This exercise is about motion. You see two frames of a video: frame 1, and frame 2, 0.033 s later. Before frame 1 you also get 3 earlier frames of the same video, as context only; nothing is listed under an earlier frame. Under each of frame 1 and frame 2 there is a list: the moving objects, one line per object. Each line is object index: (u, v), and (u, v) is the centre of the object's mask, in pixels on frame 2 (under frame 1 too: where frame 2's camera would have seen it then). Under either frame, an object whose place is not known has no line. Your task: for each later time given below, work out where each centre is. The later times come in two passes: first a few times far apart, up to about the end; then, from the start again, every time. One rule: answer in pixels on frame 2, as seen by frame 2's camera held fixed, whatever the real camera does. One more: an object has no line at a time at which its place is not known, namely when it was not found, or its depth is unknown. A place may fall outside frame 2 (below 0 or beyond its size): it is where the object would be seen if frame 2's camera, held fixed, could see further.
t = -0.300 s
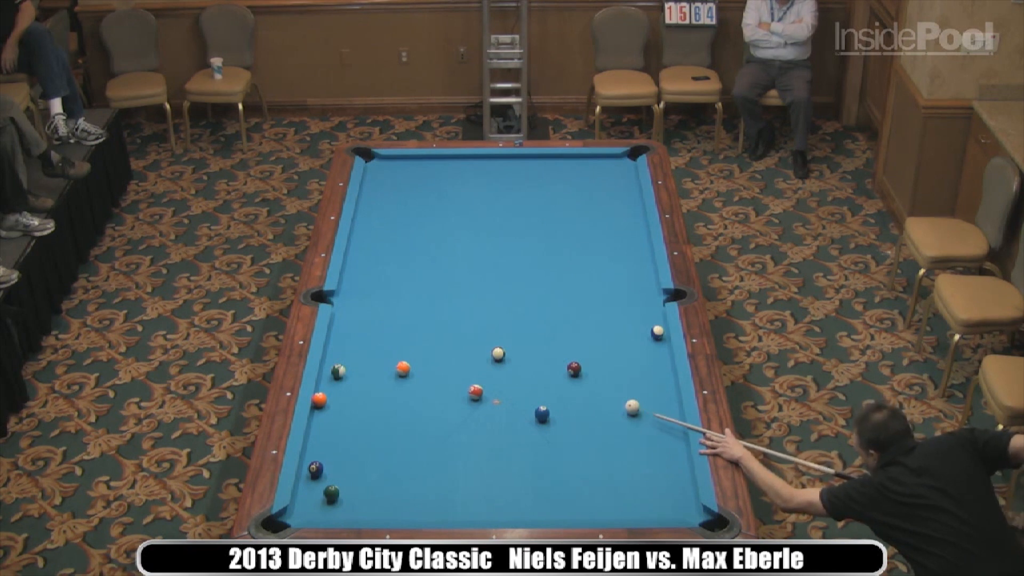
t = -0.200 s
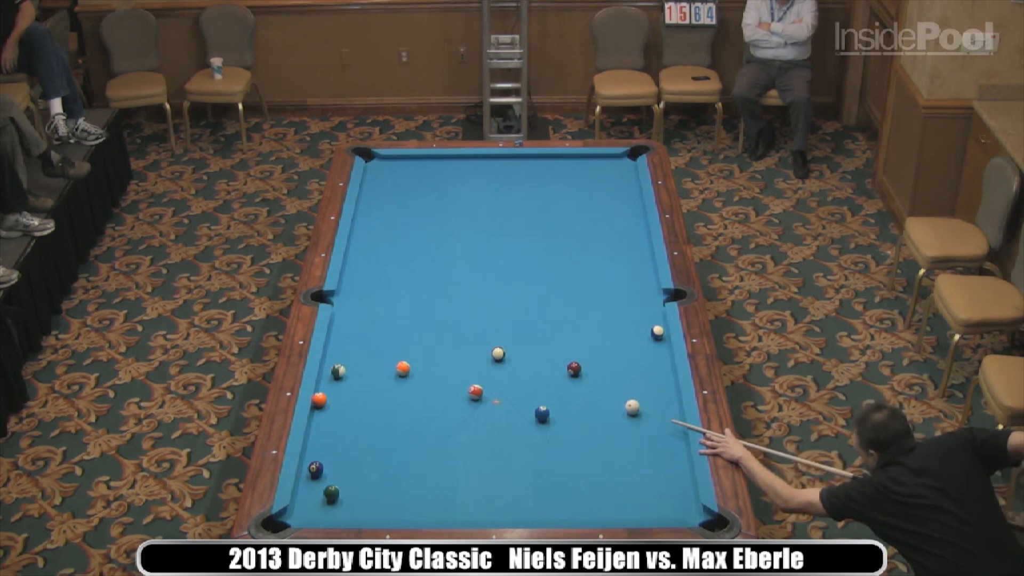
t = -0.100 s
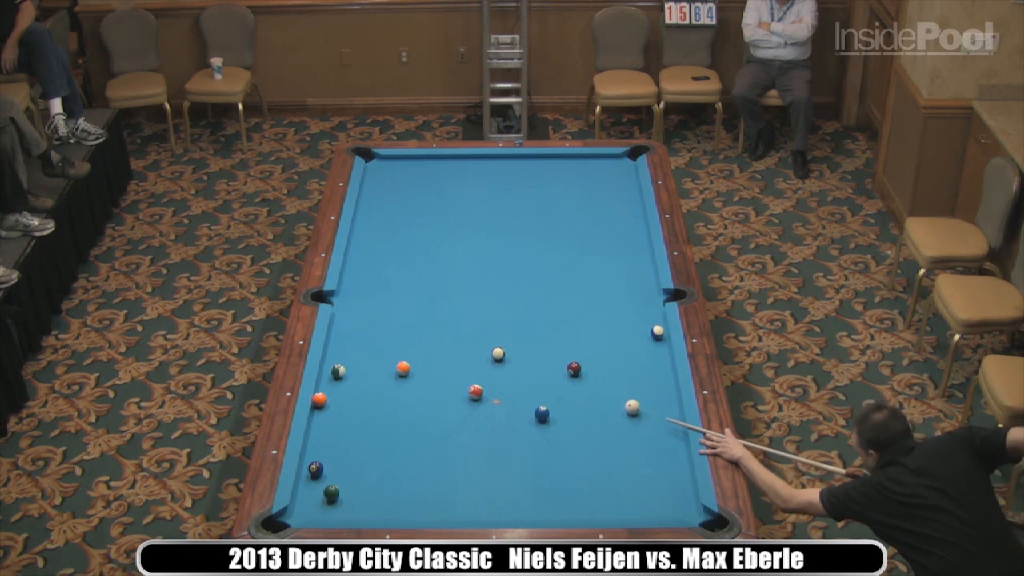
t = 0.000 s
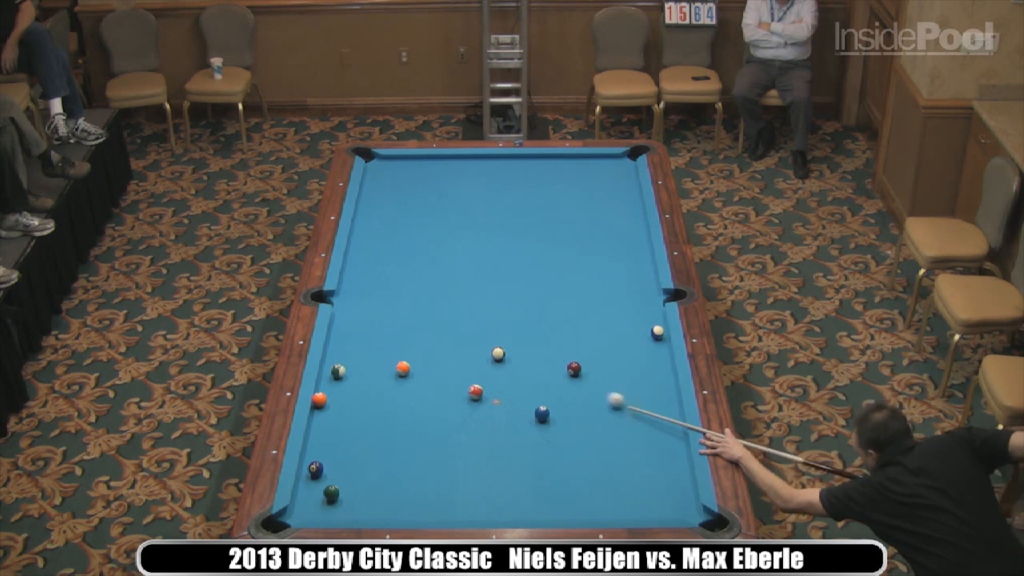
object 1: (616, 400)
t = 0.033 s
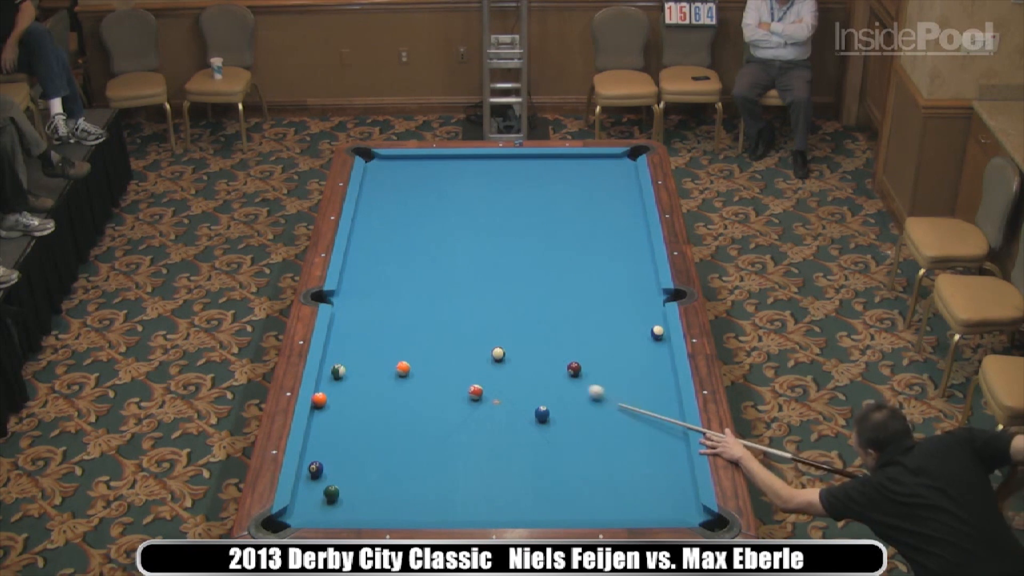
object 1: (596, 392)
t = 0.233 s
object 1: (511, 357)
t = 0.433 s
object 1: (510, 351)
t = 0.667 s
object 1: (511, 345)
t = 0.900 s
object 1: (510, 339)
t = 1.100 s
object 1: (510, 335)
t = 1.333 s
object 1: (509, 330)
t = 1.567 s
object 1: (508, 327)
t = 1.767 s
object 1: (508, 324)
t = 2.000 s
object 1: (507, 322)
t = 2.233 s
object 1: (507, 320)
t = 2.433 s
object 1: (507, 318)
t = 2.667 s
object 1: (507, 317)
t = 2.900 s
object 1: (508, 317)
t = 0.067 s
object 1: (577, 384)
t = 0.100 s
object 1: (558, 377)
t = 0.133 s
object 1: (541, 369)
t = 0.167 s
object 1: (524, 363)
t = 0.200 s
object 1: (511, 357)
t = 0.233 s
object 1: (511, 357)
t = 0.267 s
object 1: (511, 356)
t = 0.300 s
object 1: (511, 355)
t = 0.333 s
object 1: (511, 354)
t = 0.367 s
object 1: (510, 353)
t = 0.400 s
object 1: (511, 352)
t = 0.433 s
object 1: (510, 351)
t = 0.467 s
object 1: (511, 350)
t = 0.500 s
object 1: (511, 349)
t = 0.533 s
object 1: (510, 348)
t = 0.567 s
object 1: (511, 347)
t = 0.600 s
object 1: (510, 347)
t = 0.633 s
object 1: (511, 346)
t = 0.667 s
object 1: (511, 345)
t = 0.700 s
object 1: (510, 344)
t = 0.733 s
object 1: (510, 343)
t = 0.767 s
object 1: (510, 343)
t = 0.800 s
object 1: (510, 341)
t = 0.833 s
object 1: (510, 341)
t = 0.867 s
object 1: (510, 340)
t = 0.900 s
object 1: (510, 339)
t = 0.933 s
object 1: (510, 338)
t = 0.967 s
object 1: (510, 338)
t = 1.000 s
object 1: (510, 337)
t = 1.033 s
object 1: (510, 336)
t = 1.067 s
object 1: (510, 335)
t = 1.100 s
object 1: (510, 335)
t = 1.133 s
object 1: (509, 334)
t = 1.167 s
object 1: (509, 334)
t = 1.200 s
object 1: (509, 333)
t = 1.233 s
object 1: (509, 332)
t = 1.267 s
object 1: (509, 332)
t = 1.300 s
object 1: (509, 331)
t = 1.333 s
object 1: (509, 330)
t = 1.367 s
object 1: (509, 330)
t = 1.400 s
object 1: (509, 329)
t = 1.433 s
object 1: (509, 329)
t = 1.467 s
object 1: (508, 328)
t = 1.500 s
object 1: (508, 328)
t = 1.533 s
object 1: (508, 327)
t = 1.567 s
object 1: (508, 327)
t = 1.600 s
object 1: (508, 327)
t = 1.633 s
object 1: (508, 326)
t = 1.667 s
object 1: (508, 325)
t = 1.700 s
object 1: (508, 325)
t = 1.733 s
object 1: (508, 324)
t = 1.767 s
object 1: (508, 324)
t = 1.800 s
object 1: (508, 324)
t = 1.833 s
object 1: (507, 323)
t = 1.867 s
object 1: (508, 323)
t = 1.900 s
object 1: (507, 322)
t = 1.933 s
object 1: (507, 322)
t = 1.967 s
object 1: (507, 322)
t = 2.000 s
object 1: (507, 322)
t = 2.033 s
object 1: (507, 321)
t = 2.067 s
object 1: (507, 321)
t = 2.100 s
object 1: (507, 321)
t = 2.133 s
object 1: (507, 320)
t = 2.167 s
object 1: (507, 320)
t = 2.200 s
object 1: (507, 320)
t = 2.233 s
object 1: (507, 320)
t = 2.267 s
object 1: (507, 320)
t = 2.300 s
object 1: (507, 319)
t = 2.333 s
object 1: (507, 319)
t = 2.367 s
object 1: (507, 319)
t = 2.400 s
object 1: (507, 318)
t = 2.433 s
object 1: (507, 318)
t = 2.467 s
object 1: (507, 318)
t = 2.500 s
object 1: (507, 318)
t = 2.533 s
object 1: (507, 318)
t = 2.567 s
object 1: (507, 318)
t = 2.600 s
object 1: (507, 318)
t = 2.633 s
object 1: (507, 318)
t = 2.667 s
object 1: (507, 317)
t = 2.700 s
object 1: (507, 317)
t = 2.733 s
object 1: (507, 317)
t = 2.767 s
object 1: (507, 317)
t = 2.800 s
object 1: (507, 317)
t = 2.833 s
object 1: (507, 317)
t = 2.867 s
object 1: (508, 317)
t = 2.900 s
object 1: (508, 317)
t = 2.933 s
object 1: (508, 317)
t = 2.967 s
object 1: (508, 317)
